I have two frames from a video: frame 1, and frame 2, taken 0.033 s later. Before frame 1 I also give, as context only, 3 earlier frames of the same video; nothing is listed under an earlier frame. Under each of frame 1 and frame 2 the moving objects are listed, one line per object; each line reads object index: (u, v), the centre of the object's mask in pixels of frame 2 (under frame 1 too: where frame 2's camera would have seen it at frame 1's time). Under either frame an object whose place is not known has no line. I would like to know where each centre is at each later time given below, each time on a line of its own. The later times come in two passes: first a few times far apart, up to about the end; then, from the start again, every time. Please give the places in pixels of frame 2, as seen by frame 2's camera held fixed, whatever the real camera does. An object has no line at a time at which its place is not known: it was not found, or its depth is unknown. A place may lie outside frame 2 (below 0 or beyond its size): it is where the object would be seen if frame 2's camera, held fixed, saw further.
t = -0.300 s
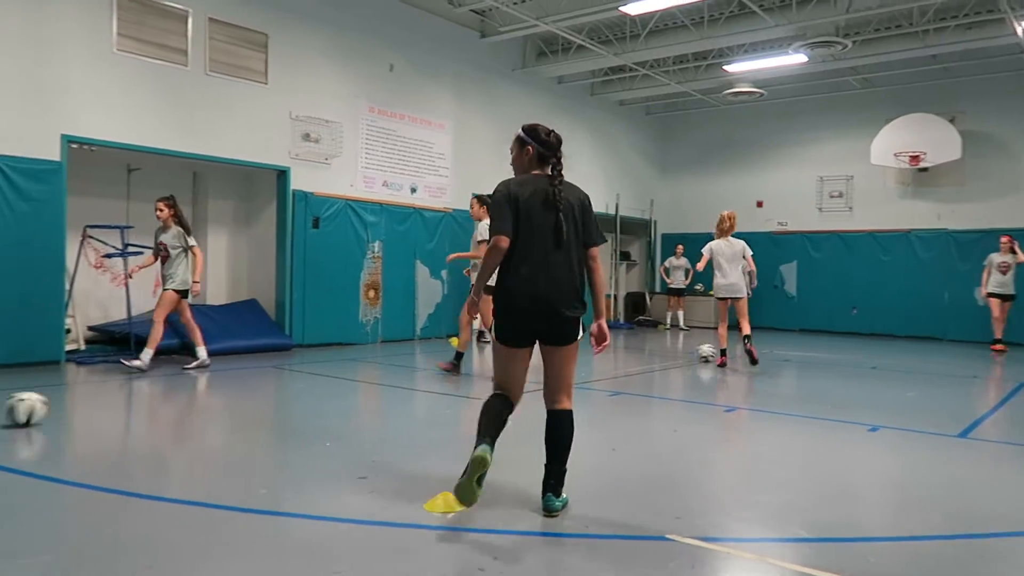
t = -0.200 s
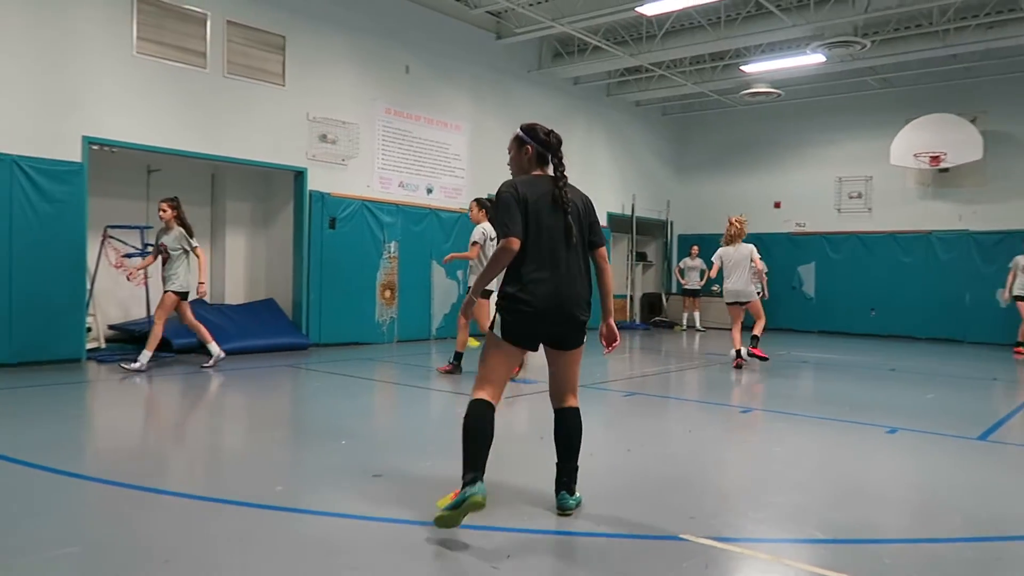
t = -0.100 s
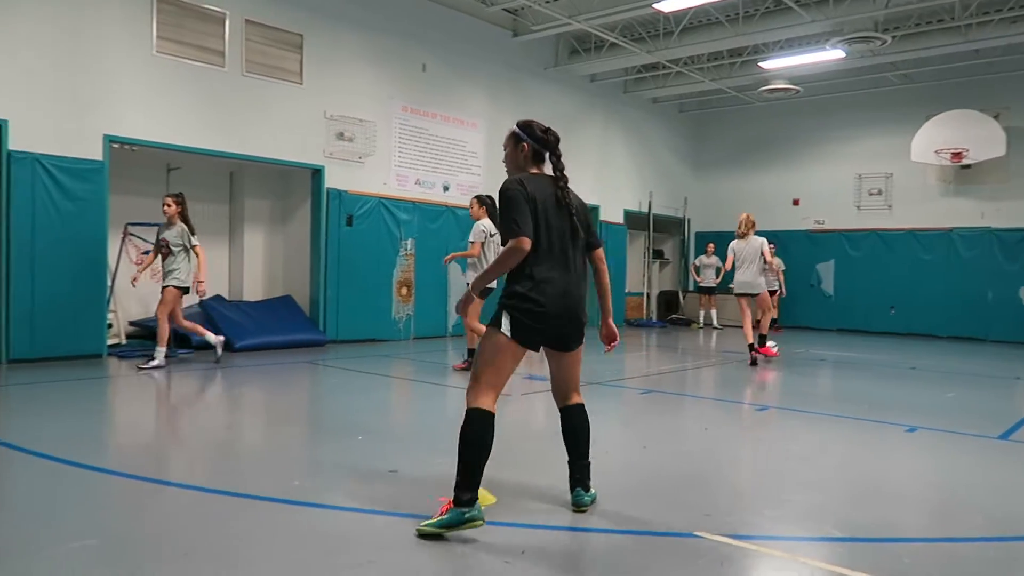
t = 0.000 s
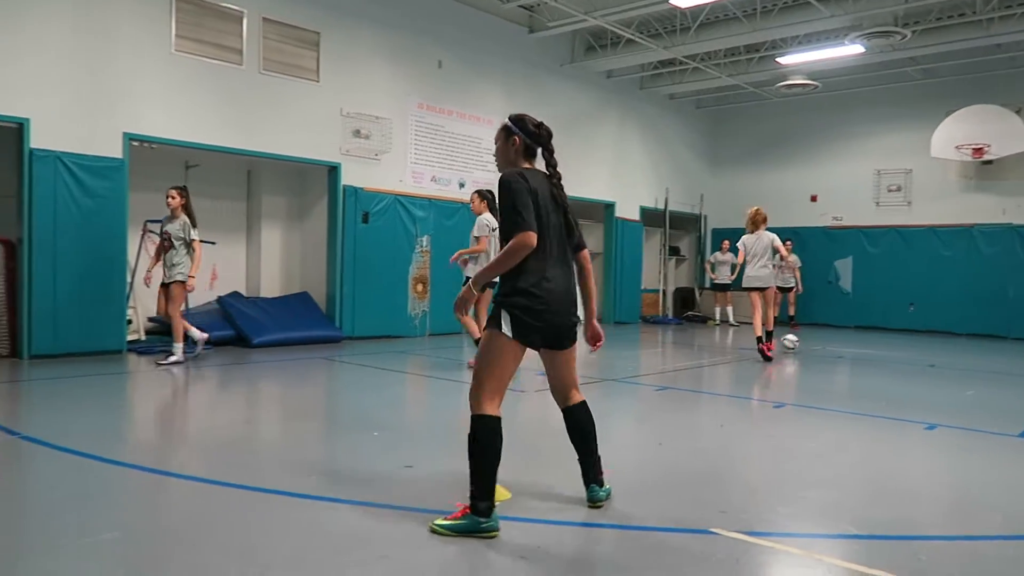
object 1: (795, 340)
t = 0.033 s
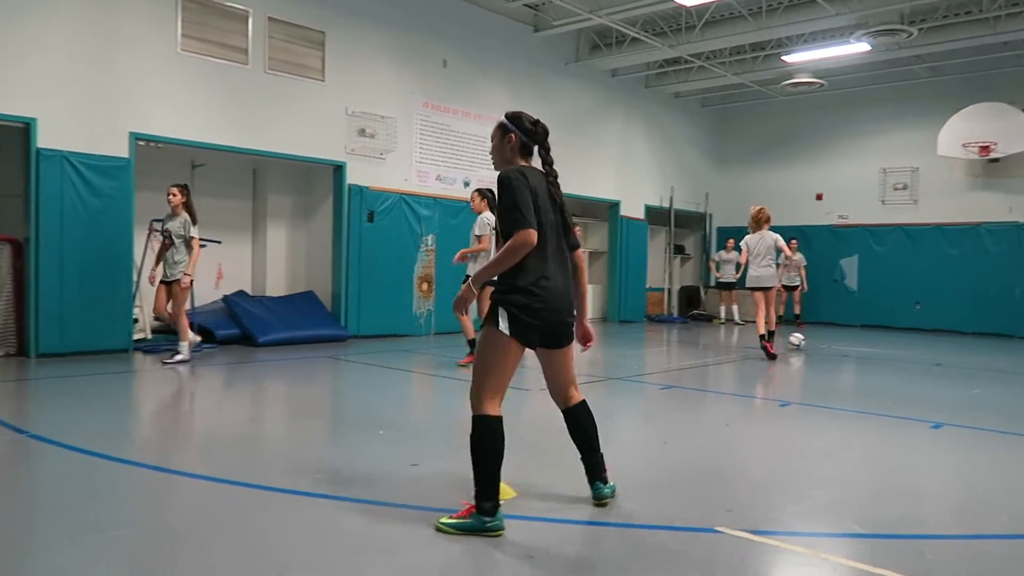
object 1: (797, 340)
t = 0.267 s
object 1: (804, 336)
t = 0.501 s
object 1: (808, 331)
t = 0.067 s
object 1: (797, 340)
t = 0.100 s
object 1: (798, 338)
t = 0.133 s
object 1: (798, 337)
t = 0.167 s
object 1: (799, 337)
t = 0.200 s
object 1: (800, 336)
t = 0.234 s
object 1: (803, 336)
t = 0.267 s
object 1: (804, 336)
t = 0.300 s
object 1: (805, 335)
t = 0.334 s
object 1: (806, 334)
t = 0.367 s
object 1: (806, 334)
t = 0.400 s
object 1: (807, 333)
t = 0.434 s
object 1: (807, 333)
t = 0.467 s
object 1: (807, 331)
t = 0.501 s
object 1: (808, 331)
